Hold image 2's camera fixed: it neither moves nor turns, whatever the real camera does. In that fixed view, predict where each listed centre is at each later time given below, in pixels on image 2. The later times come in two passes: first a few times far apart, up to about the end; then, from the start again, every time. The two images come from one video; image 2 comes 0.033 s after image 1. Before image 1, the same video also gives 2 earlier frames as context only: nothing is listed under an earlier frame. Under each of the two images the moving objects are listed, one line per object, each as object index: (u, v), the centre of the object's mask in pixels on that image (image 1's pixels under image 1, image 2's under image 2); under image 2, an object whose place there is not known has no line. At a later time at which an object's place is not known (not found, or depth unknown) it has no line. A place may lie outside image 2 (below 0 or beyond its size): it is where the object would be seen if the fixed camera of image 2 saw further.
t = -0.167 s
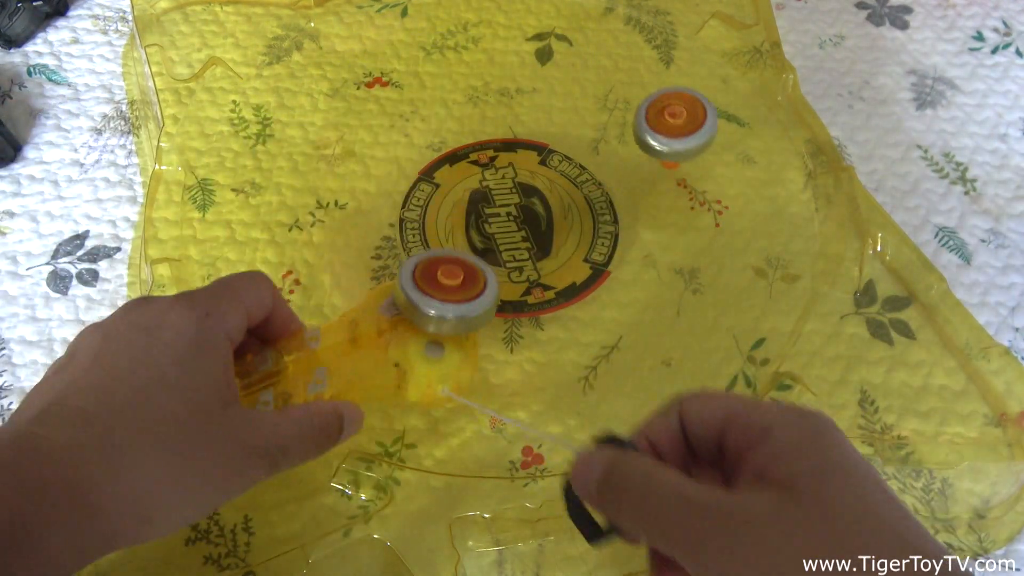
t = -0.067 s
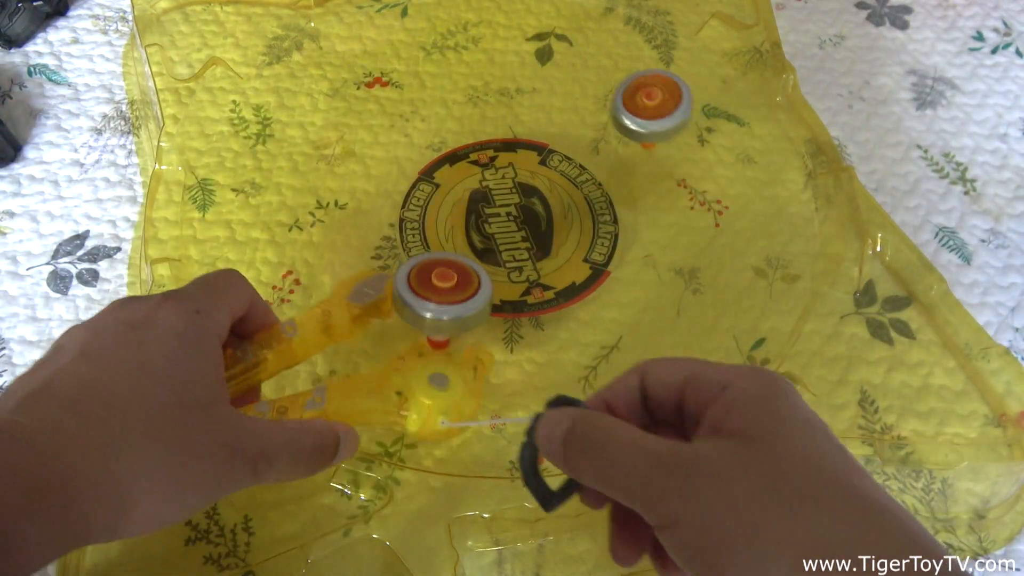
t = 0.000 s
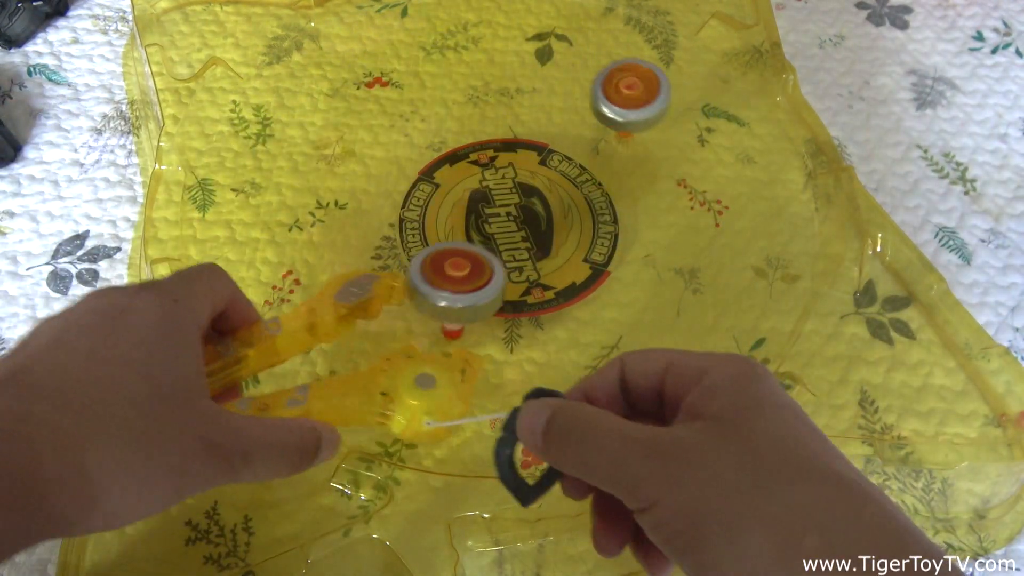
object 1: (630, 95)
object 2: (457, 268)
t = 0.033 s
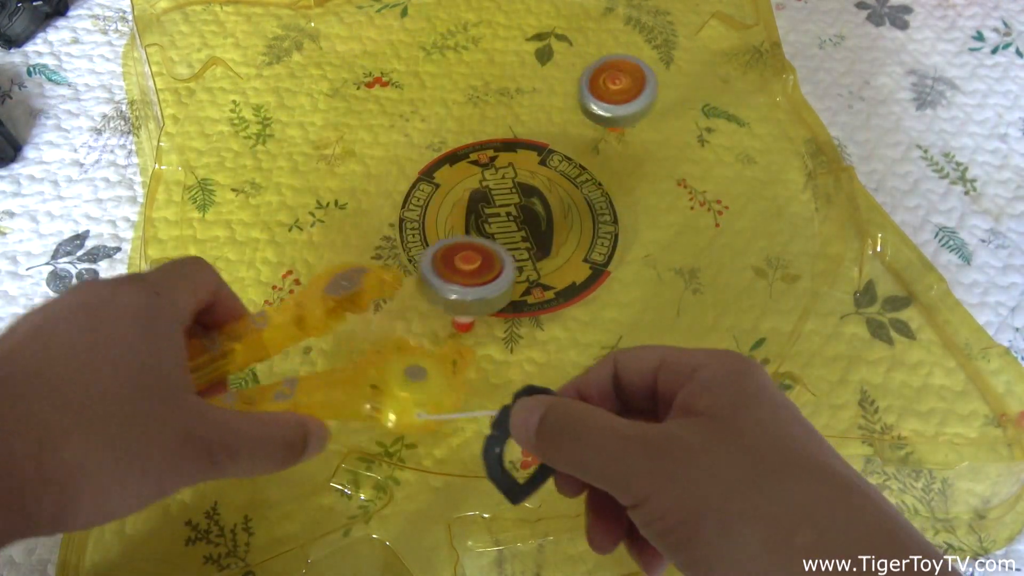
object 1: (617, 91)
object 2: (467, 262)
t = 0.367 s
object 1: (480, 88)
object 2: (669, 181)
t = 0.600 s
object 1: (404, 135)
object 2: (784, 134)
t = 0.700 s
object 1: (387, 166)
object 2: (815, 114)
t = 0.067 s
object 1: (605, 87)
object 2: (480, 254)
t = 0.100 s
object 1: (592, 83)
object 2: (498, 248)
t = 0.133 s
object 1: (577, 80)
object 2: (517, 238)
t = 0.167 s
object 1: (564, 78)
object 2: (537, 228)
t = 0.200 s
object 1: (550, 78)
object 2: (559, 219)
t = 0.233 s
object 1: (535, 77)
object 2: (581, 210)
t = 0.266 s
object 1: (521, 79)
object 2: (603, 202)
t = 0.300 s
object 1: (507, 81)
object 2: (626, 195)
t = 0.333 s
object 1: (493, 84)
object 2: (649, 188)
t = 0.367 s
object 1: (480, 88)
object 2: (669, 181)
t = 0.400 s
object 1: (466, 92)
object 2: (689, 174)
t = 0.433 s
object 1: (454, 97)
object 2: (708, 168)
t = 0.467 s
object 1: (441, 104)
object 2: (727, 162)
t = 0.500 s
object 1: (431, 111)
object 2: (743, 156)
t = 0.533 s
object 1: (421, 118)
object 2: (758, 149)
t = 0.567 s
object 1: (411, 126)
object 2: (771, 142)
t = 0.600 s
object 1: (404, 135)
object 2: (784, 134)
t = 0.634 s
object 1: (397, 145)
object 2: (795, 126)
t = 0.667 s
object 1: (391, 155)
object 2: (806, 119)
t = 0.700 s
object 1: (387, 166)
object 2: (815, 114)
